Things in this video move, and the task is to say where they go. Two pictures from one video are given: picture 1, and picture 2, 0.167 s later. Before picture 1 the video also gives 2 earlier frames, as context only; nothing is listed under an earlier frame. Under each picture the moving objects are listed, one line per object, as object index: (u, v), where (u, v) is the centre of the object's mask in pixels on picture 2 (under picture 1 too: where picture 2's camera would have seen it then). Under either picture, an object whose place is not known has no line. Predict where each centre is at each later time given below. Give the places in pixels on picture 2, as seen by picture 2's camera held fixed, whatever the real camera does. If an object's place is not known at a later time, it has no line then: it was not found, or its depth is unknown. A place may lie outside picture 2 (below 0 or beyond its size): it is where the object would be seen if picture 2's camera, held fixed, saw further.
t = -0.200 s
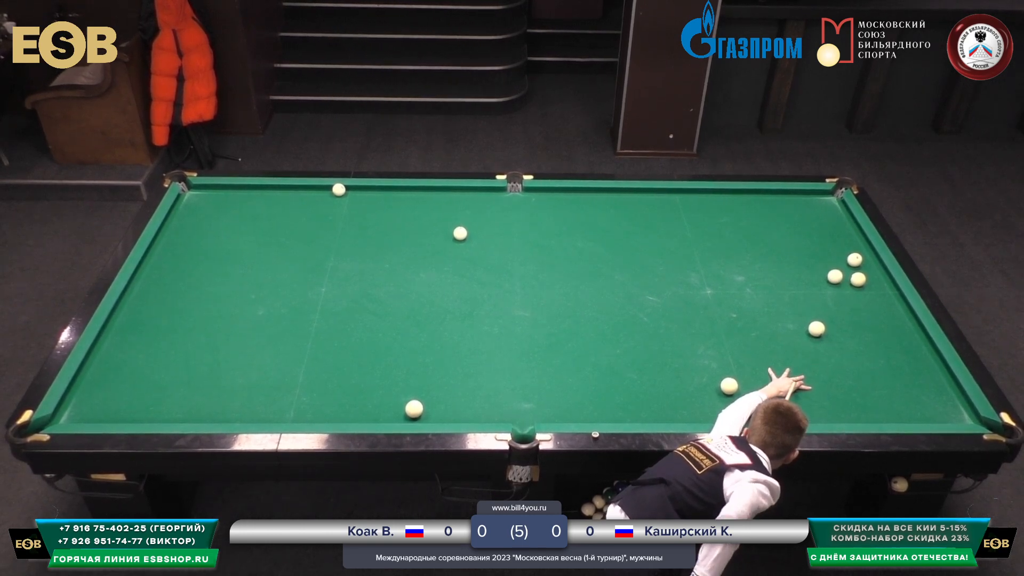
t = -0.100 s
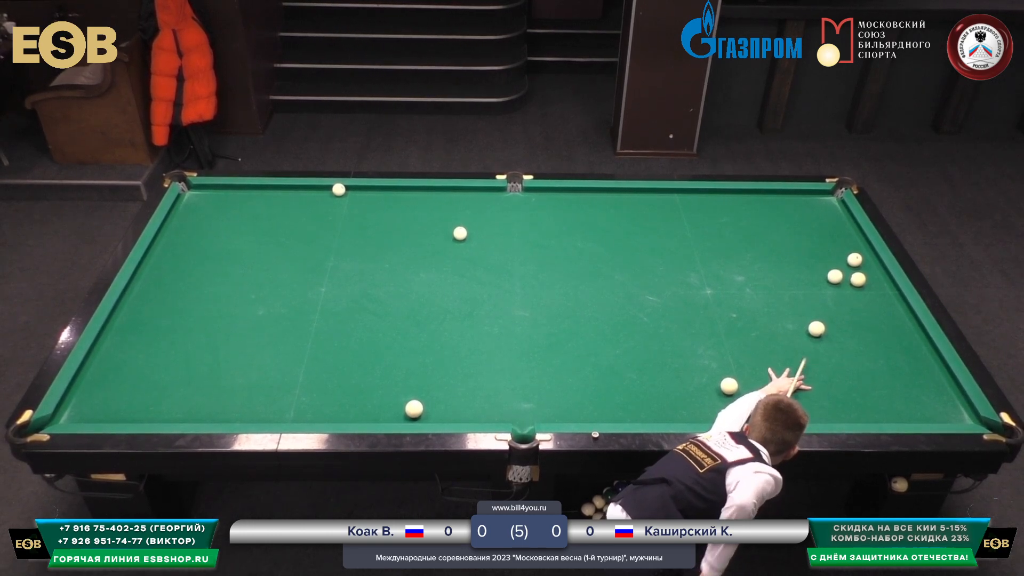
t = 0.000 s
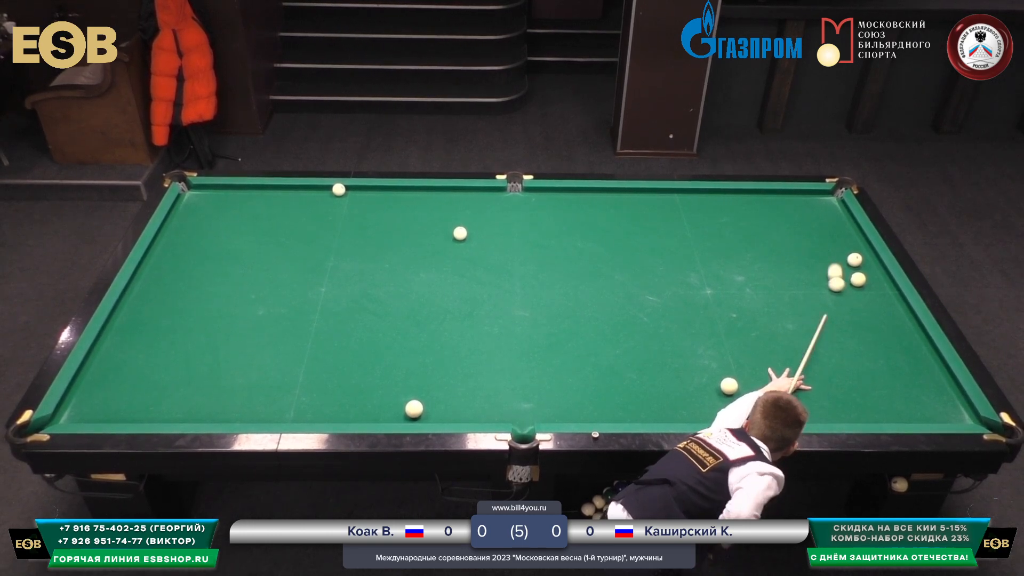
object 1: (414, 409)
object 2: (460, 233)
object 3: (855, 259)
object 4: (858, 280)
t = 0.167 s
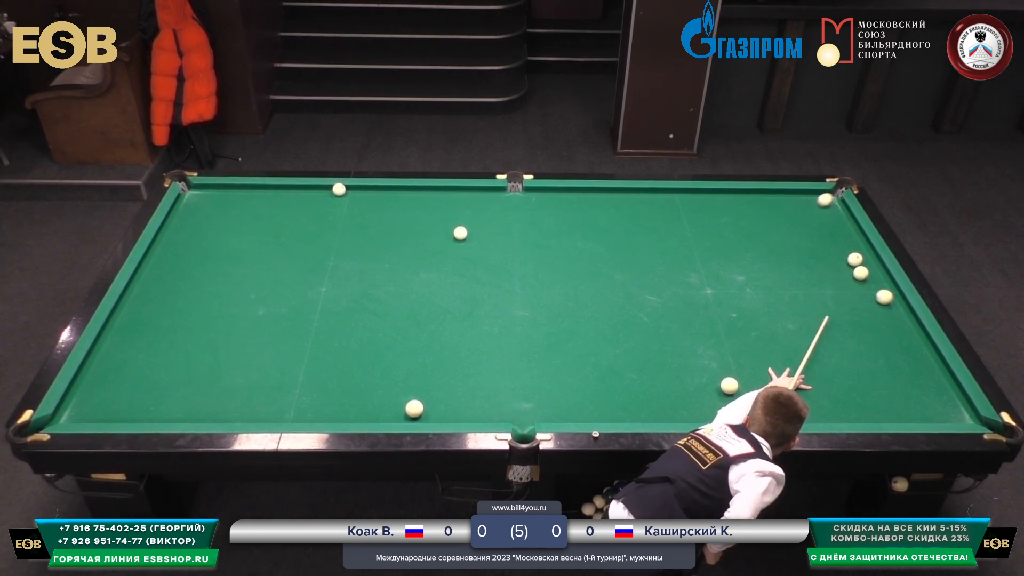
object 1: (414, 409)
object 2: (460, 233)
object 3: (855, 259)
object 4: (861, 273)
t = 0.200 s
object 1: (414, 409)
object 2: (460, 233)
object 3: (854, 259)
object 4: (862, 271)
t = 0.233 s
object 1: (414, 409)
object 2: (460, 233)
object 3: (854, 259)
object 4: (862, 270)
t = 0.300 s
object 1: (414, 409)
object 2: (460, 233)
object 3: (854, 258)
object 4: (864, 267)
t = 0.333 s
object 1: (414, 409)
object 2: (460, 233)
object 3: (854, 258)
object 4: (865, 267)
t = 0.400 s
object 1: (414, 409)
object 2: (460, 233)
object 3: (852, 257)
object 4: (869, 265)
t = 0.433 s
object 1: (414, 409)
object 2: (460, 233)
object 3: (852, 256)
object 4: (870, 265)
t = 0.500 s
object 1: (414, 409)
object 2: (460, 233)
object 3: (850, 254)
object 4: (873, 264)
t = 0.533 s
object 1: (414, 409)
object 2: (460, 233)
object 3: (850, 254)
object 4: (874, 263)
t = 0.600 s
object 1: (414, 409)
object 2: (460, 233)
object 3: (848, 252)
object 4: (877, 262)
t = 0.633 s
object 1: (414, 409)
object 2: (460, 233)
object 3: (848, 252)
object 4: (876, 262)
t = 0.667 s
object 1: (414, 409)
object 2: (460, 233)
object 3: (847, 251)
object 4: (875, 261)
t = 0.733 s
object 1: (414, 409)
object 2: (460, 233)
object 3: (846, 250)
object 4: (873, 260)
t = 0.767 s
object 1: (414, 408)
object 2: (460, 233)
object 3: (845, 249)
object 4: (871, 260)
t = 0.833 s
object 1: (414, 409)
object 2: (460, 233)
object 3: (844, 248)
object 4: (869, 259)
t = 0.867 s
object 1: (414, 408)
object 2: (460, 233)
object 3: (844, 247)
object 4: (868, 259)
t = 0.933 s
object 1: (414, 409)
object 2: (460, 233)
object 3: (843, 246)
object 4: (866, 258)
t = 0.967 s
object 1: (414, 409)
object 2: (460, 233)
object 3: (842, 245)
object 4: (865, 258)
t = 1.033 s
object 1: (414, 414)
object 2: (460, 233)
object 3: (841, 244)
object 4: (863, 257)
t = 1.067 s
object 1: (415, 414)
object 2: (460, 233)
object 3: (841, 244)
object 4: (862, 257)
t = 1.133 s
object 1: (417, 405)
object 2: (460, 233)
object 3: (840, 243)
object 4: (860, 257)
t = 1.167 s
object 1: (419, 400)
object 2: (460, 233)
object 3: (839, 242)
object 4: (859, 256)
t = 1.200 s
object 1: (420, 394)
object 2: (460, 233)
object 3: (839, 241)
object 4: (858, 256)
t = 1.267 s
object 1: (422, 386)
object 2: (460, 233)
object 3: (838, 241)
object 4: (856, 256)
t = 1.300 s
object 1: (424, 381)
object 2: (460, 233)
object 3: (837, 240)
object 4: (855, 255)
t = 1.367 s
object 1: (426, 373)
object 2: (460, 233)
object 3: (837, 239)
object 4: (854, 255)
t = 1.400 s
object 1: (427, 368)
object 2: (460, 233)
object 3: (836, 239)
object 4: (853, 254)
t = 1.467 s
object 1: (429, 360)
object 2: (460, 233)
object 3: (835, 238)
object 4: (852, 254)
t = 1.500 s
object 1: (430, 356)
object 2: (460, 233)
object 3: (835, 238)
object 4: (850, 254)
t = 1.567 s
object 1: (432, 349)
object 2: (460, 233)
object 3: (834, 237)
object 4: (849, 253)
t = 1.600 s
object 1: (433, 344)
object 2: (460, 233)
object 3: (834, 236)
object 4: (848, 253)
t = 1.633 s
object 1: (434, 342)
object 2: (460, 233)
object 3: (833, 236)
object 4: (848, 253)
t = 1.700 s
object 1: (436, 333)
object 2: (460, 233)
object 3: (832, 235)
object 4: (846, 252)
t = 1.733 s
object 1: (437, 331)
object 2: (460, 233)
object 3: (832, 235)
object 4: (846, 252)
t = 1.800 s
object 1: (439, 322)
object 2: (460, 233)
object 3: (832, 234)
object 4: (844, 252)
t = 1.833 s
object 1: (440, 320)
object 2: (460, 233)
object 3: (832, 234)
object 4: (844, 251)
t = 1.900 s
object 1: (442, 312)
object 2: (460, 233)
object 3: (831, 233)
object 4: (843, 251)
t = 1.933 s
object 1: (442, 310)
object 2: (460, 233)
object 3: (831, 233)
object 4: (843, 251)
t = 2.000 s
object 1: (444, 302)
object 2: (460, 233)
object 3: (830, 232)
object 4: (841, 251)
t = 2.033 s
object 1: (445, 300)
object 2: (460, 233)
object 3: (829, 232)
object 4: (841, 251)
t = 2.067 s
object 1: (446, 296)
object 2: (460, 233)
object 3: (829, 232)
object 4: (840, 250)
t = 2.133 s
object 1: (447, 291)
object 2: (460, 233)
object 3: (829, 232)
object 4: (839, 250)
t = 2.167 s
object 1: (448, 287)
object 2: (460, 233)
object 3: (828, 231)
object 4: (839, 250)
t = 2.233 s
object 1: (450, 281)
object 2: (460, 233)
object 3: (828, 231)
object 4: (838, 250)
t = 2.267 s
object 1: (450, 278)
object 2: (460, 233)
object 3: (828, 230)
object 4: (838, 249)
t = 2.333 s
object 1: (452, 273)
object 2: (460, 233)
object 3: (827, 230)
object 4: (838, 249)
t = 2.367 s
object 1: (453, 269)
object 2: (460, 233)
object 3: (827, 230)
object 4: (837, 249)
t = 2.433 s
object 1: (454, 264)
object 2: (460, 233)
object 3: (827, 229)
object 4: (837, 249)
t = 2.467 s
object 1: (455, 261)
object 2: (460, 233)
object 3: (827, 229)
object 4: (837, 248)
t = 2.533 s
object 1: (456, 256)
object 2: (460, 233)
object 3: (827, 229)
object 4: (836, 248)
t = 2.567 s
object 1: (457, 253)
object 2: (460, 233)
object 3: (826, 229)
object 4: (836, 248)
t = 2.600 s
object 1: (458, 250)
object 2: (460, 233)
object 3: (826, 229)
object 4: (836, 248)
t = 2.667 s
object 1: (459, 246)
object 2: (460, 232)
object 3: (826, 229)
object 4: (835, 248)
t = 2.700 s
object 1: (460, 243)
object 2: (460, 231)
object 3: (825, 229)
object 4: (835, 248)
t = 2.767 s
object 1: (461, 241)
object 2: (460, 229)
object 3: (825, 228)
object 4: (835, 248)
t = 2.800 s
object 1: (462, 240)
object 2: (460, 228)
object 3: (825, 228)
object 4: (835, 248)
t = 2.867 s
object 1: (463, 239)
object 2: (460, 226)
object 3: (825, 228)
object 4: (834, 248)
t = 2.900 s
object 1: (464, 238)
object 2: (460, 224)
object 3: (825, 228)
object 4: (834, 247)
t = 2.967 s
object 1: (465, 237)
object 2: (461, 222)
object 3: (825, 228)
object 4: (835, 247)
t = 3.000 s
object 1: (466, 237)
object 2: (460, 220)
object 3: (825, 228)
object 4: (835, 247)
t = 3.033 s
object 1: (466, 236)
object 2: (461, 219)
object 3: (825, 228)
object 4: (835, 248)
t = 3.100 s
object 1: (467, 236)
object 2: (460, 216)
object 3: (825, 228)
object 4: (834, 248)
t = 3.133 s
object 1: (467, 235)
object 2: (460, 215)
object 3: (825, 228)
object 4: (834, 248)
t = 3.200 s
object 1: (469, 234)
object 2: (460, 212)
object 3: (825, 228)
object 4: (835, 248)
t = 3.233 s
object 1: (469, 234)
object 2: (460, 212)
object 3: (825, 228)
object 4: (835, 248)
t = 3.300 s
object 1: (470, 233)
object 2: (460, 209)
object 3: (825, 228)
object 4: (835, 248)
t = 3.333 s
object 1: (470, 233)
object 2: (460, 208)
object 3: (825, 228)
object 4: (835, 248)
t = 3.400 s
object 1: (472, 232)
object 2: (461, 205)
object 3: (825, 228)
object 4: (835, 248)
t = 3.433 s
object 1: (472, 232)
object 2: (461, 204)
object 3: (825, 228)
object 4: (835, 247)
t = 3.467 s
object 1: (473, 231)
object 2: (461, 203)
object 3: (825, 228)
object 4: (835, 248)
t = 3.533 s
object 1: (473, 230)
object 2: (461, 201)
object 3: (825, 228)
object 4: (835, 248)
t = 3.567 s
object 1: (474, 230)
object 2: (461, 199)
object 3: (825, 228)
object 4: (835, 248)
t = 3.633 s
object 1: (474, 229)
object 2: (461, 197)
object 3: (825, 228)
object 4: (835, 248)
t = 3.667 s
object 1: (475, 229)
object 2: (461, 196)
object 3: (825, 228)
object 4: (835, 248)
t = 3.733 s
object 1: (475, 229)
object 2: (461, 194)
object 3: (825, 228)
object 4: (835, 248)
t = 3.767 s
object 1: (476, 228)
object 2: (461, 193)
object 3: (825, 228)
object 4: (835, 248)
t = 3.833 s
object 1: (477, 228)
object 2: (461, 191)
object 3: (825, 228)
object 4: (835, 248)
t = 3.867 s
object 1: (477, 227)
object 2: (461, 190)
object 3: (825, 228)
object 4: (835, 248)
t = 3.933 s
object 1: (478, 227)
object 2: (461, 190)
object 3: (825, 228)
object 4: (835, 248)
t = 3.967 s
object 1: (478, 226)
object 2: (461, 191)
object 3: (825, 228)
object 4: (835, 248)
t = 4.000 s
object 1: (479, 226)
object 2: (461, 192)
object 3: (825, 228)
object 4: (835, 248)
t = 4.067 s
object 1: (479, 226)
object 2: (461, 193)
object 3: (825, 228)
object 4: (835, 248)
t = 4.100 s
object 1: (479, 226)
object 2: (461, 193)
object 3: (825, 228)
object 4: (835, 248)
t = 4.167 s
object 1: (480, 225)
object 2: (461, 194)
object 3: (825, 228)
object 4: (835, 248)
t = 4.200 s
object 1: (480, 225)
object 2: (461, 195)
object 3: (825, 228)
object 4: (835, 248)
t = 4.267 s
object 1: (480, 225)
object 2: (461, 196)
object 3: (825, 228)
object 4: (835, 248)
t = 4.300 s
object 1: (481, 225)
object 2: (461, 197)
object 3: (825, 228)
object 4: (835, 248)
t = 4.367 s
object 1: (481, 224)
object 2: (461, 198)
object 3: (825, 228)
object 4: (835, 248)
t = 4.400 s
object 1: (481, 224)
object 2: (461, 198)
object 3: (825, 228)
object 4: (835, 248)
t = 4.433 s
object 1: (482, 224)
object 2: (461, 199)
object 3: (825, 228)
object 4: (835, 248)
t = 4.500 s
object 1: (482, 224)
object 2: (461, 200)
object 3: (825, 228)
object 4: (835, 247)
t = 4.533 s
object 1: (482, 224)
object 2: (461, 200)
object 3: (825, 228)
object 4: (835, 247)
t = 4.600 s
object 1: (483, 223)
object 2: (461, 201)
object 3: (825, 228)
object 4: (835, 248)
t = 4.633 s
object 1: (483, 224)
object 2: (461, 202)
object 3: (825, 228)
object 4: (835, 248)
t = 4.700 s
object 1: (483, 223)
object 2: (461, 203)
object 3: (825, 228)
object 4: (835, 248)
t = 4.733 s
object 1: (483, 223)
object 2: (461, 203)
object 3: (825, 228)
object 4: (835, 248)
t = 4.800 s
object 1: (480, 223)
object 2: (461, 204)
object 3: (825, 228)
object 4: (835, 248)
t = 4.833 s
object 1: (479, 223)
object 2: (461, 204)
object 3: (825, 228)
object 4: (835, 248)
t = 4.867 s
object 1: (477, 223)
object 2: (461, 205)
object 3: (825, 228)
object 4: (835, 248)
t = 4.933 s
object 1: (475, 222)
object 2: (461, 205)
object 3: (825, 228)
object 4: (835, 248)
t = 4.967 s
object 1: (474, 222)
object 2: (461, 206)
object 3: (825, 228)
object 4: (835, 248)
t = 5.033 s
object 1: (472, 222)
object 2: (461, 206)
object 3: (825, 228)
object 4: (835, 248)
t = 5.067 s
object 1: (471, 221)
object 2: (462, 207)
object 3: (825, 228)
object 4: (835, 248)
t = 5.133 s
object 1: (469, 221)
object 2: (462, 207)
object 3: (825, 228)
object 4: (835, 248)
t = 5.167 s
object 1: (467, 221)
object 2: (462, 208)
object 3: (825, 228)
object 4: (835, 248)
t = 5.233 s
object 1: (466, 221)
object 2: (462, 208)
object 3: (825, 228)
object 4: (835, 248)
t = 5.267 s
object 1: (464, 221)
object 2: (462, 208)
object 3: (825, 228)
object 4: (835, 248)
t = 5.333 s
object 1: (462, 220)
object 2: (463, 208)
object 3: (825, 228)
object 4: (838, 248)
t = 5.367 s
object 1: (461, 220)
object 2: (463, 209)
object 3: (825, 228)
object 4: (843, 248)
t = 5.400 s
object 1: (460, 220)
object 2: (463, 209)
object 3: (825, 228)
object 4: (846, 248)
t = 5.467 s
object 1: (458, 220)
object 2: (463, 210)
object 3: (825, 228)
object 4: (851, 248)
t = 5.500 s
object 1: (457, 219)
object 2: (464, 210)
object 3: (825, 228)
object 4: (854, 248)
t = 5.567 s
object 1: (455, 219)
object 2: (464, 210)
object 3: (825, 228)
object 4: (859, 248)
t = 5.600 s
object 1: (454, 219)
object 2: (464, 211)
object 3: (825, 228)
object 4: (862, 248)
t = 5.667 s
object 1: (453, 219)
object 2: (464, 211)
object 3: (825, 228)
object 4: (867, 248)
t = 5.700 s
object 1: (452, 219)
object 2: (464, 212)
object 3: (825, 228)
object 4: (868, 248)
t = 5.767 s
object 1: (451, 218)
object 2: (464, 212)
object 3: (825, 228)
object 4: (865, 248)
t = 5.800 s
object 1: (450, 218)
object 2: (464, 213)
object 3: (825, 228)
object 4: (863, 249)
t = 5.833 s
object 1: (449, 218)
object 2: (464, 213)
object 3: (825, 228)
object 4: (862, 249)
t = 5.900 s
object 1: (447, 218)
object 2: (464, 213)
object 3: (825, 228)
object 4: (858, 248)
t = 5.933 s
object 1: (447, 218)
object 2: (464, 213)
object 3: (825, 228)
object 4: (858, 249)
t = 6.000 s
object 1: (445, 218)
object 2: (464, 214)
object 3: (825, 228)
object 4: (854, 248)
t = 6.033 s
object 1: (445, 218)
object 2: (464, 214)
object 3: (825, 228)
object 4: (853, 248)
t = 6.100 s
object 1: (444, 217)
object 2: (464, 214)
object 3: (825, 228)
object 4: (850, 248)
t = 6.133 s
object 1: (443, 217)
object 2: (464, 214)
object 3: (825, 228)
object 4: (849, 248)
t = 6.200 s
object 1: (442, 217)
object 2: (464, 214)
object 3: (825, 228)
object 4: (846, 248)
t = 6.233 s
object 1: (441, 217)
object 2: (464, 214)
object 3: (825, 228)
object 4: (845, 248)
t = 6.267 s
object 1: (441, 217)
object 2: (464, 214)
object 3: (825, 228)
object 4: (843, 249)
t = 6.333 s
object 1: (440, 217)
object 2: (464, 214)
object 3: (825, 228)
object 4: (841, 248)
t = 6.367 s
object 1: (440, 216)
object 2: (465, 214)
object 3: (825, 228)
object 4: (839, 248)
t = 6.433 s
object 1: (439, 216)
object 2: (465, 214)
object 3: (825, 228)
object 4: (837, 248)
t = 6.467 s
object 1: (438, 216)
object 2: (465, 214)
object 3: (825, 228)
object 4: (836, 248)
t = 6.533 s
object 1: (438, 216)
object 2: (465, 214)
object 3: (825, 228)
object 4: (834, 248)
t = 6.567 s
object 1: (437, 216)
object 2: (465, 214)
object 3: (825, 228)
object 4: (833, 248)
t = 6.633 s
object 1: (437, 216)
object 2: (465, 214)
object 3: (825, 228)
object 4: (831, 248)
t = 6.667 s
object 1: (436, 216)
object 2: (465, 214)
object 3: (825, 228)
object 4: (829, 248)
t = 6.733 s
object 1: (436, 216)
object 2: (465, 214)
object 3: (825, 228)
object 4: (827, 249)
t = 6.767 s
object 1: (435, 216)
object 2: (465, 214)
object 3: (825, 228)
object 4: (826, 249)
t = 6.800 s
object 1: (435, 216)
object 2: (465, 214)
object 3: (825, 228)
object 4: (825, 249)
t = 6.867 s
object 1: (434, 216)
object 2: (465, 214)
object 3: (825, 228)
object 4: (823, 249)
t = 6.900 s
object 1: (434, 216)
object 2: (465, 214)
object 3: (825, 228)
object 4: (821, 249)
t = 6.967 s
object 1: (433, 216)
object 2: (465, 214)
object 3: (825, 228)
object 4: (820, 249)
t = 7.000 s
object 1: (433, 216)
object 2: (465, 214)
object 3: (825, 228)
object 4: (818, 249)
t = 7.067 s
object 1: (433, 216)
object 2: (465, 214)
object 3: (825, 228)
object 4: (817, 249)
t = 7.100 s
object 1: (433, 216)
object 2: (465, 214)
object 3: (825, 228)
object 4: (816, 249)
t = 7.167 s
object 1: (433, 216)
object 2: (465, 214)
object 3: (825, 228)
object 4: (814, 249)
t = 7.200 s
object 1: (433, 216)
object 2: (465, 214)
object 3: (825, 228)
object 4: (813, 249)
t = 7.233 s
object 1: (433, 216)
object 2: (465, 214)
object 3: (825, 228)
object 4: (813, 248)
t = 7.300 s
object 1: (433, 216)
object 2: (465, 214)
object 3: (825, 228)
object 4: (811, 248)
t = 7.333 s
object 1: (433, 216)
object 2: (465, 214)
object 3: (825, 228)
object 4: (811, 248)
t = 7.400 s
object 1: (432, 216)
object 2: (465, 214)
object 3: (825, 228)
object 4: (809, 249)
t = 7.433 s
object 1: (432, 216)
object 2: (465, 214)
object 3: (825, 228)
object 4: (808, 249)
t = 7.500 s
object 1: (432, 216)
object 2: (465, 214)
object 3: (825, 228)
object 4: (806, 249)
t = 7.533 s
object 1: (432, 216)
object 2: (465, 214)
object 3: (825, 228)
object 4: (806, 249)
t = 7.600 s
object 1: (432, 216)
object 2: (465, 214)
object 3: (825, 228)
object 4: (804, 249)
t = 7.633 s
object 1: (432, 216)
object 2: (465, 214)
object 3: (825, 228)
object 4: (804, 249)
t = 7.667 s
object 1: (432, 216)
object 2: (465, 214)
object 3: (825, 228)
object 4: (803, 249)
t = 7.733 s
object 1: (432, 216)
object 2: (465, 214)
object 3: (825, 228)
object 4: (802, 249)
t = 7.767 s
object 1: (432, 216)
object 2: (465, 214)
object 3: (825, 228)
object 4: (801, 249)
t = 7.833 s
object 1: (432, 216)
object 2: (465, 214)
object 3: (825, 228)
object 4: (800, 249)
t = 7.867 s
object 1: (432, 216)
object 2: (465, 214)
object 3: (825, 228)
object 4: (800, 249)
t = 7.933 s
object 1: (432, 216)
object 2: (465, 214)
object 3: (825, 228)
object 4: (799, 248)
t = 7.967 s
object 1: (432, 216)
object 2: (465, 214)
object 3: (825, 228)
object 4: (799, 248)
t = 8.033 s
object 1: (432, 216)
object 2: (465, 214)
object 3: (825, 228)
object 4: (798, 248)
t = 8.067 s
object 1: (432, 216)
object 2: (465, 214)
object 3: (825, 228)
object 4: (797, 248)
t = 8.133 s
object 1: (432, 216)
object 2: (465, 214)
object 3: (825, 228)
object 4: (796, 248)
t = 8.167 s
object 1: (432, 216)
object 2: (465, 214)
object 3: (825, 228)
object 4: (796, 248)
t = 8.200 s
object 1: (432, 216)
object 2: (465, 214)
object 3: (825, 228)
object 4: (796, 248)
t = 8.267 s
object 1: (432, 216)
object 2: (465, 214)
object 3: (825, 228)
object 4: (795, 249)
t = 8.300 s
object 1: (432, 216)
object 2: (465, 214)
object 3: (825, 228)
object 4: (795, 248)
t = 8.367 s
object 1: (432, 216)
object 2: (465, 214)
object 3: (825, 228)
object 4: (794, 249)
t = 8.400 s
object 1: (432, 216)
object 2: (465, 214)
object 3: (825, 228)
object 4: (794, 248)
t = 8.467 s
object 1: (432, 216)
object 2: (465, 214)
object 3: (825, 228)
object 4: (793, 249)
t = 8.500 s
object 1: (432, 216)
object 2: (465, 214)
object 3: (825, 228)
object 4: (793, 249)
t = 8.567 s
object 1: (432, 216)
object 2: (465, 214)
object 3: (825, 228)
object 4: (793, 249)
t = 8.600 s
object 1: (432, 216)
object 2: (465, 214)
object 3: (825, 228)
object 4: (793, 249)
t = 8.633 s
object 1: (432, 216)
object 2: (465, 214)
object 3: (825, 228)
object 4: (793, 248)
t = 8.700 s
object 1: (432, 216)
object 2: (465, 214)
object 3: (825, 228)
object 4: (793, 249)
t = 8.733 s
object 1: (432, 216)
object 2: (465, 214)
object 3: (825, 228)
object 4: (793, 249)
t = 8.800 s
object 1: (432, 216)
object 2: (465, 214)
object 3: (825, 228)
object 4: (792, 249)
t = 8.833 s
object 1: (432, 216)
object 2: (465, 214)
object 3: (825, 228)
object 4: (792, 249)
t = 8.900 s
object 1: (432, 216)
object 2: (465, 214)
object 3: (825, 228)
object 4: (792, 249)
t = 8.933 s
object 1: (432, 216)
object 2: (465, 214)
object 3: (825, 228)
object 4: (792, 249)
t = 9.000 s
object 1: (432, 216)
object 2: (465, 214)
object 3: (825, 228)
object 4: (792, 249)
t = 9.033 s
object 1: (432, 216)
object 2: (465, 214)
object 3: (825, 228)
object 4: (792, 249)
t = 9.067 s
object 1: (432, 216)
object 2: (465, 214)
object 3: (825, 228)
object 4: (792, 249)
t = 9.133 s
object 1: (432, 216)
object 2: (465, 214)
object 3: (825, 228)
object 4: (792, 249)
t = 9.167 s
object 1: (432, 216)
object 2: (465, 214)
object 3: (825, 228)
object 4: (792, 249)
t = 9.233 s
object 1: (432, 216)
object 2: (465, 214)
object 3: (825, 228)
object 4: (792, 249)
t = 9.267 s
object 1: (432, 216)
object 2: (465, 214)
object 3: (825, 228)
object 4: (792, 249)
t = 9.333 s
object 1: (432, 216)
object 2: (465, 214)
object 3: (825, 228)
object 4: (792, 249)
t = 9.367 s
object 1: (432, 216)
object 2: (465, 214)
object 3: (825, 228)
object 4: (792, 249)
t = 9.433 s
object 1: (432, 216)
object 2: (465, 214)
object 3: (825, 228)
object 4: (792, 249)
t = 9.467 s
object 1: (432, 216)
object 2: (465, 214)
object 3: (825, 228)
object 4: (792, 249)
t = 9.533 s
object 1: (432, 216)
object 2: (465, 214)
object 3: (825, 228)
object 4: (792, 249)
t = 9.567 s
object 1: (432, 216)
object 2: (465, 214)
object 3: (825, 228)
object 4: (792, 249)
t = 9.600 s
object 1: (432, 216)
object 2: (465, 214)
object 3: (825, 228)
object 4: (792, 249)
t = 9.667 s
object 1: (432, 216)
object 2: (465, 214)
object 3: (825, 228)
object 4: (792, 249)
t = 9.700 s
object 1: (432, 216)
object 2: (465, 214)
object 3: (825, 228)
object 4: (792, 249)
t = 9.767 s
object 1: (432, 216)
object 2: (465, 214)
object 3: (825, 228)
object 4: (792, 249)
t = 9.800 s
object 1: (432, 216)
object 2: (465, 214)
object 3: (825, 228)
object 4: (792, 249)
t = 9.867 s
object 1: (432, 216)
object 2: (465, 214)
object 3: (825, 228)
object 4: (792, 249)
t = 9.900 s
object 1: (432, 216)
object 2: (465, 214)
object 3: (825, 228)
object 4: (792, 249)
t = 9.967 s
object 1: (432, 216)
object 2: (465, 214)
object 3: (825, 228)
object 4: (792, 249)
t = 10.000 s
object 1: (432, 216)
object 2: (465, 214)
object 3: (825, 228)
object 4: (792, 249)
